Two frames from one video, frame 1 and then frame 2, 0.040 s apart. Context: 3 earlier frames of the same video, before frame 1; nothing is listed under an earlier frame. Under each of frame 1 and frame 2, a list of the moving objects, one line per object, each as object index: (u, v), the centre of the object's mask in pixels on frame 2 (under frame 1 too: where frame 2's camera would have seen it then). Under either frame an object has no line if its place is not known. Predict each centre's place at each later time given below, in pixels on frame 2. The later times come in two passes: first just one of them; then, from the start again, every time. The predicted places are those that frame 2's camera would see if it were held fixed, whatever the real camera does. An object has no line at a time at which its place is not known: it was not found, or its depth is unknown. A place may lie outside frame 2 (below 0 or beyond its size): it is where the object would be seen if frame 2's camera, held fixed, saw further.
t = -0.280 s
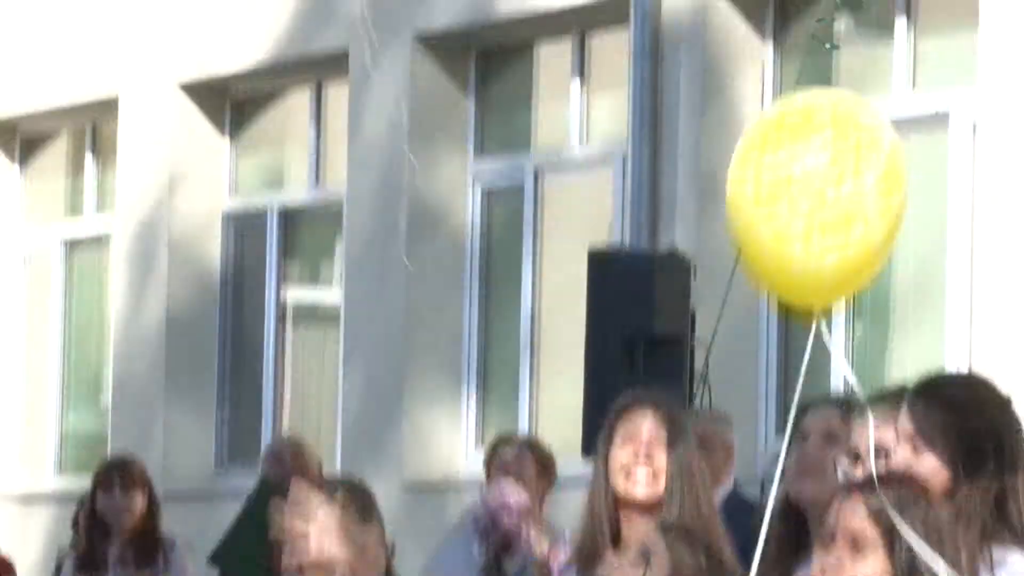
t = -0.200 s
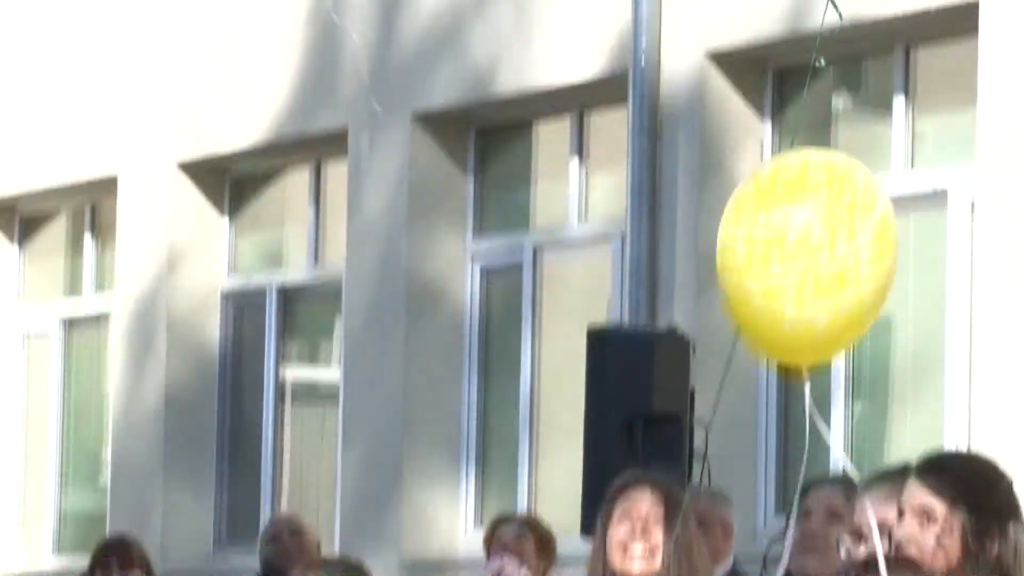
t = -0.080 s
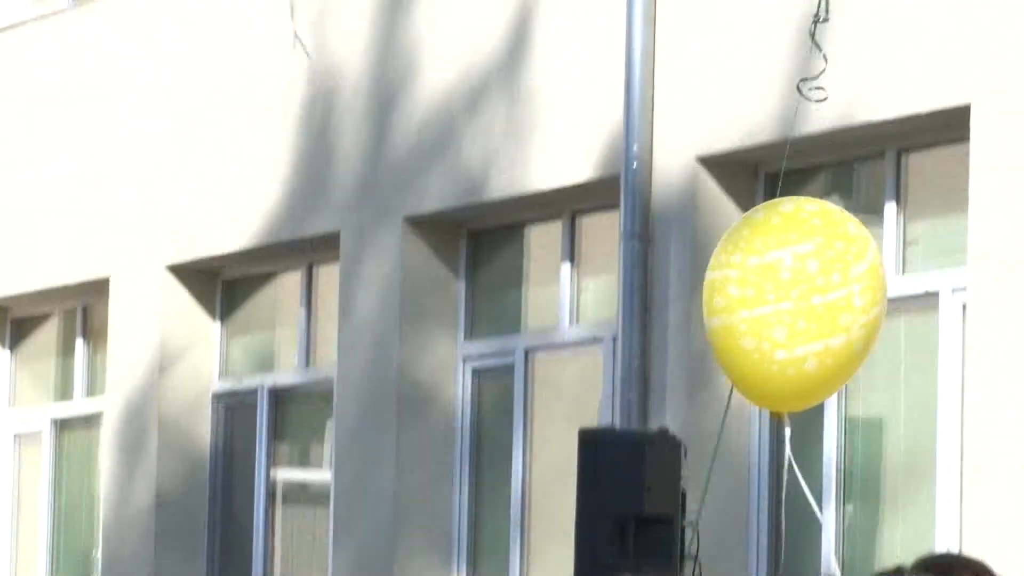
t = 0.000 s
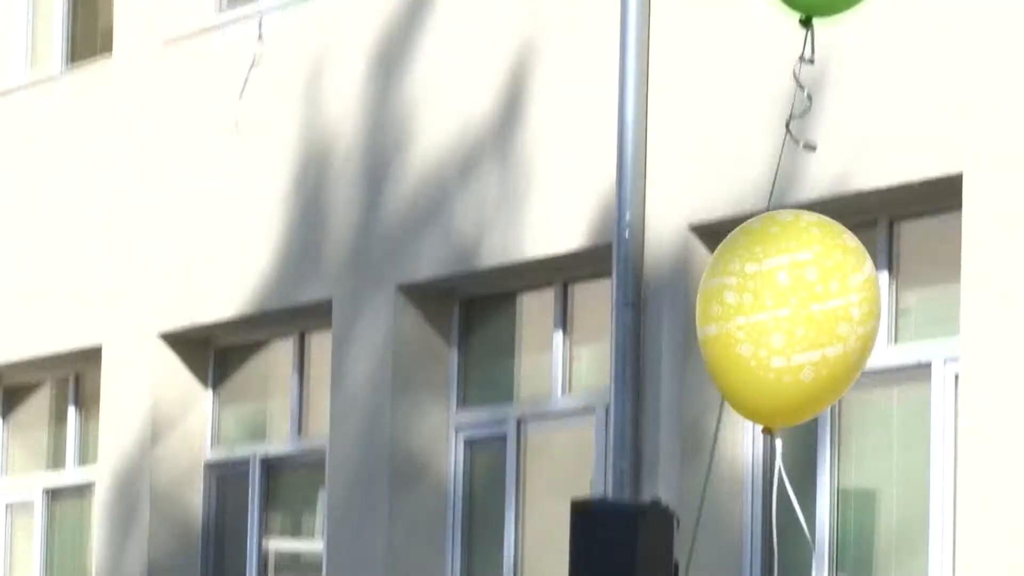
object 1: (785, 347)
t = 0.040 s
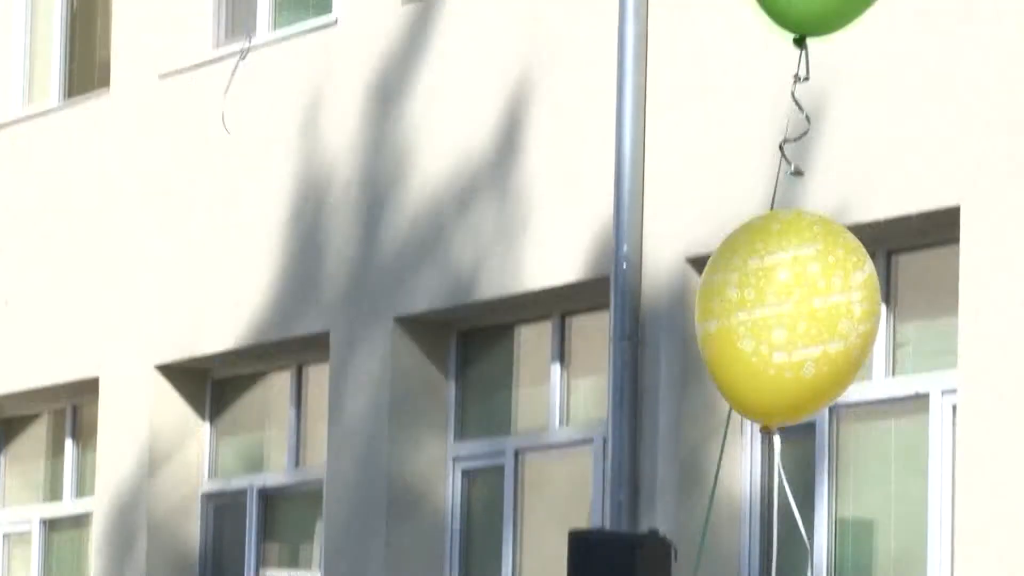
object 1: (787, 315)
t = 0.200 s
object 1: (804, 152)
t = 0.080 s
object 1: (790, 279)
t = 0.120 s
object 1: (794, 240)
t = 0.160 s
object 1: (798, 197)
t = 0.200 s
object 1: (804, 152)
